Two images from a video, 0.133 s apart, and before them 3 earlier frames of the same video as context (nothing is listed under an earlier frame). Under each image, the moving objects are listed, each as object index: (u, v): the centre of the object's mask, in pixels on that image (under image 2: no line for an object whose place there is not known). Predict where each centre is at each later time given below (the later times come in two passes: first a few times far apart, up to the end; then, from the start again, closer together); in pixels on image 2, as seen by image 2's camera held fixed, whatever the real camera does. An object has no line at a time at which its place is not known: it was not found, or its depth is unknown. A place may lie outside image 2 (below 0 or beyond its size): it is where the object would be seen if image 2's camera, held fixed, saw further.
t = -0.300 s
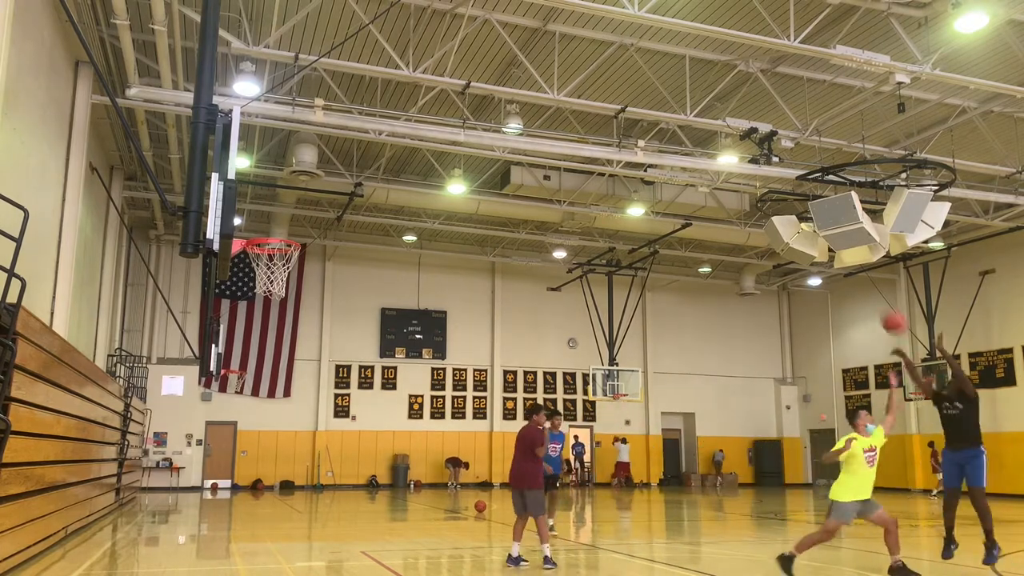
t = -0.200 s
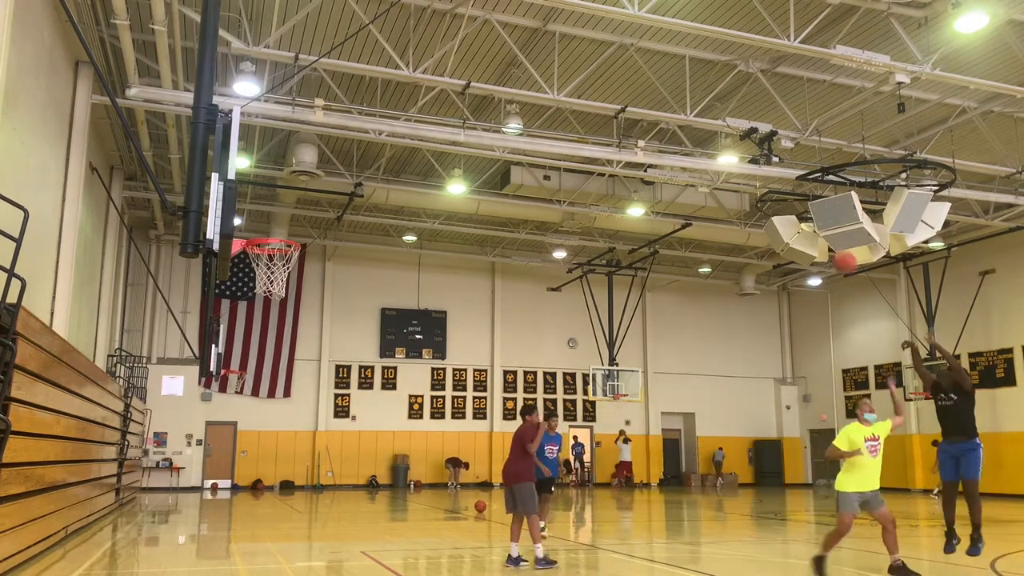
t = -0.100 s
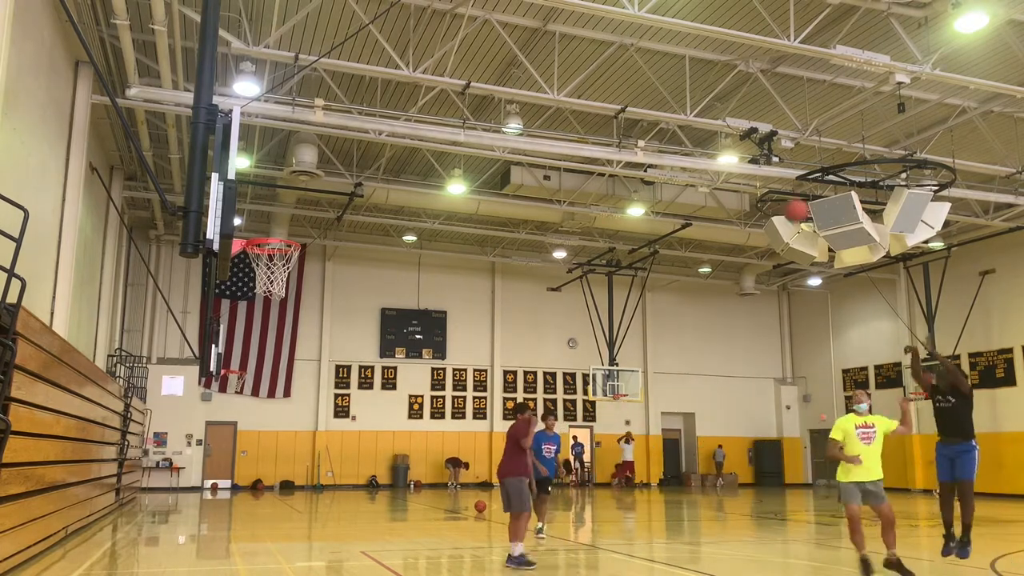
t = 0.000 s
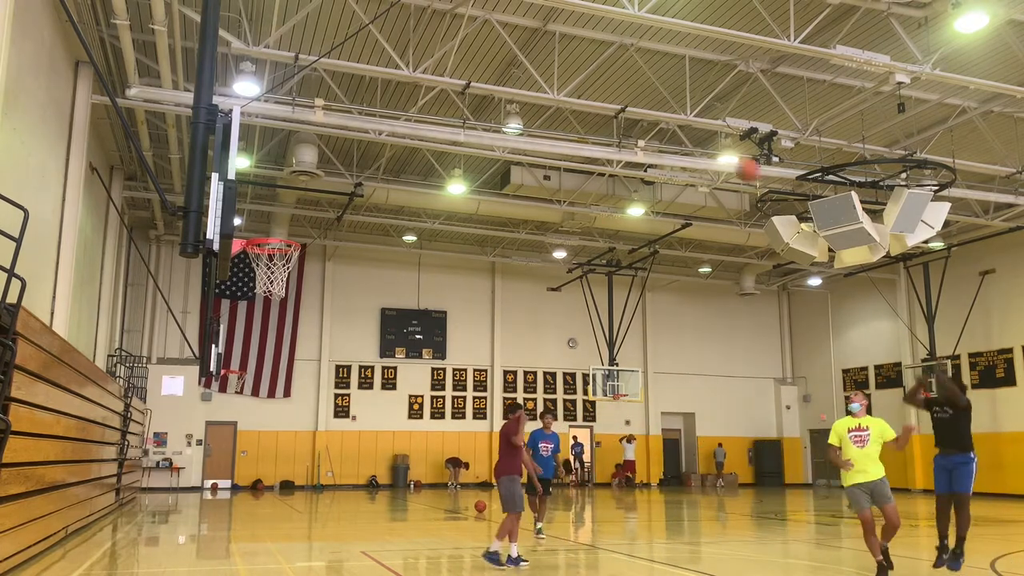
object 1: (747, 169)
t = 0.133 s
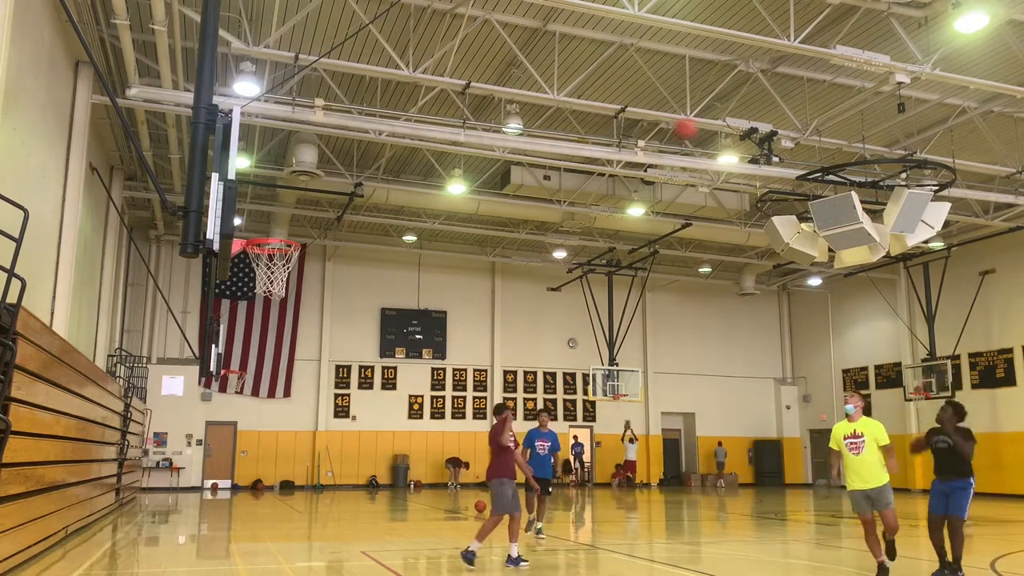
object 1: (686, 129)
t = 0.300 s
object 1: (608, 99)
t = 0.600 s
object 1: (465, 108)
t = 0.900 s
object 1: (310, 203)
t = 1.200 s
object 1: (242, 307)
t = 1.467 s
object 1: (227, 433)
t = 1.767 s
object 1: (233, 517)
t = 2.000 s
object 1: (279, 424)
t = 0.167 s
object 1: (669, 120)
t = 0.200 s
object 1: (654, 114)
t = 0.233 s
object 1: (639, 108)
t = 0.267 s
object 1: (623, 103)
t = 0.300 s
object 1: (608, 99)
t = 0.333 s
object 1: (592, 96)
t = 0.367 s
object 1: (576, 94)
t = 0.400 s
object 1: (561, 93)
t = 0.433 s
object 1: (545, 93)
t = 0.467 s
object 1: (529, 94)
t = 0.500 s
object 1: (514, 97)
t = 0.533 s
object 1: (497, 99)
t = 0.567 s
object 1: (481, 103)
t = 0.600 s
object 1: (465, 108)
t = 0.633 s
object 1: (449, 114)
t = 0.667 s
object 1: (432, 122)
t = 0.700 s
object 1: (415, 130)
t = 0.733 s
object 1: (398, 140)
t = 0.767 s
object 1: (381, 150)
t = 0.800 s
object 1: (365, 160)
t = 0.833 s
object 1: (346, 174)
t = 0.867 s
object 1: (329, 190)
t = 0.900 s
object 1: (310, 203)
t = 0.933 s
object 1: (291, 221)
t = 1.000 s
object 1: (257, 256)
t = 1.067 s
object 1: (246, 275)
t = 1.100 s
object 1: (245, 281)
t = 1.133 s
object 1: (243, 288)
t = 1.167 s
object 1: (243, 296)
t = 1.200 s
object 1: (242, 307)
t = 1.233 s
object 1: (240, 319)
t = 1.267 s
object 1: (238, 332)
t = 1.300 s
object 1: (236, 345)
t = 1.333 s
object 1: (234, 360)
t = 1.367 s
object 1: (233, 377)
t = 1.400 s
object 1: (230, 394)
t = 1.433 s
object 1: (229, 413)
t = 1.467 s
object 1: (227, 433)
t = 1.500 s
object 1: (223, 456)
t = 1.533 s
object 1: (221, 478)
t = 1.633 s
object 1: (213, 554)
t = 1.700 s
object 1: (219, 554)
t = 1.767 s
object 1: (233, 517)
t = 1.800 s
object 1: (240, 498)
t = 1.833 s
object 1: (248, 484)
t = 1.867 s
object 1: (253, 468)
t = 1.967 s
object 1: (272, 433)
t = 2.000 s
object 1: (279, 424)
